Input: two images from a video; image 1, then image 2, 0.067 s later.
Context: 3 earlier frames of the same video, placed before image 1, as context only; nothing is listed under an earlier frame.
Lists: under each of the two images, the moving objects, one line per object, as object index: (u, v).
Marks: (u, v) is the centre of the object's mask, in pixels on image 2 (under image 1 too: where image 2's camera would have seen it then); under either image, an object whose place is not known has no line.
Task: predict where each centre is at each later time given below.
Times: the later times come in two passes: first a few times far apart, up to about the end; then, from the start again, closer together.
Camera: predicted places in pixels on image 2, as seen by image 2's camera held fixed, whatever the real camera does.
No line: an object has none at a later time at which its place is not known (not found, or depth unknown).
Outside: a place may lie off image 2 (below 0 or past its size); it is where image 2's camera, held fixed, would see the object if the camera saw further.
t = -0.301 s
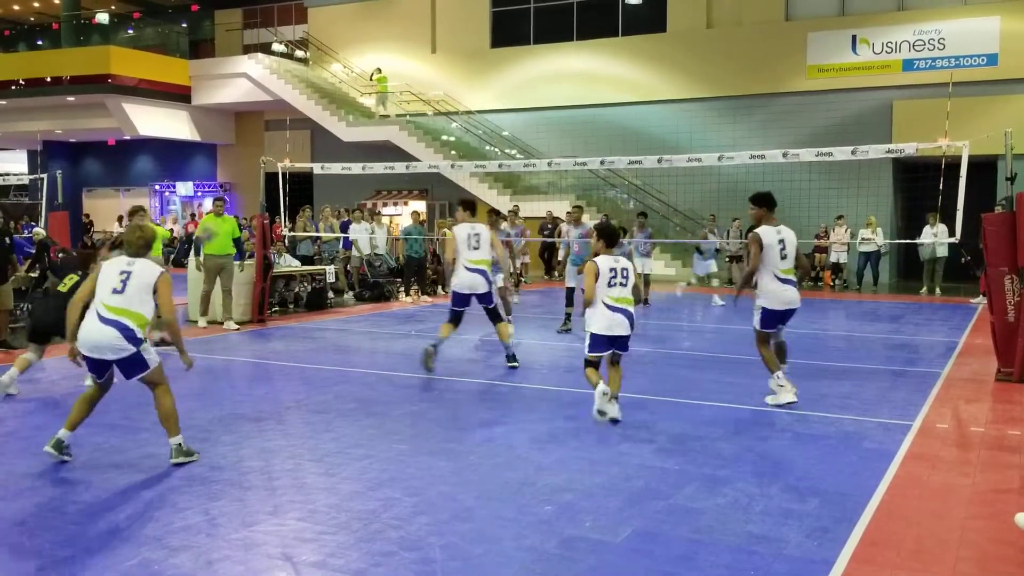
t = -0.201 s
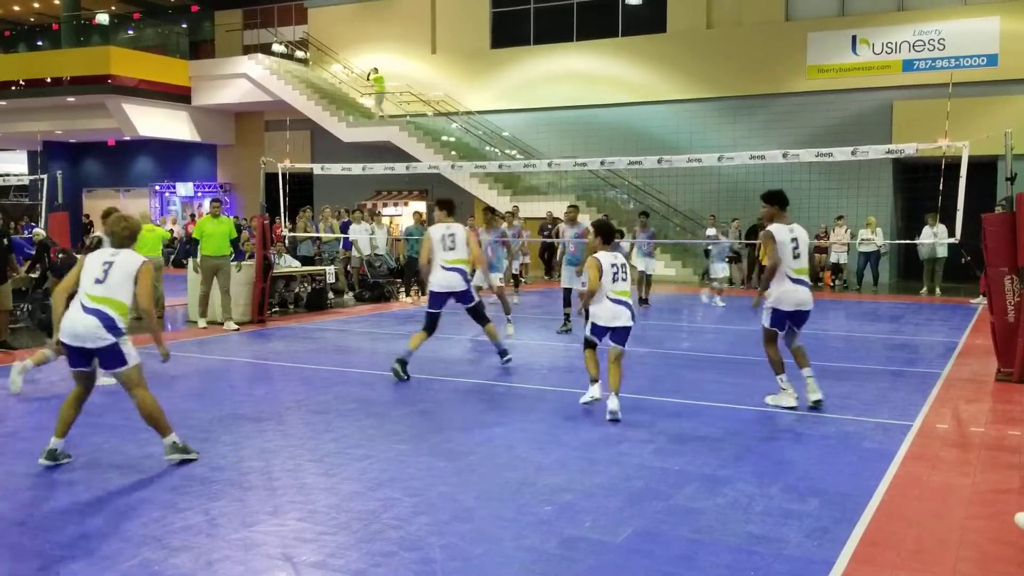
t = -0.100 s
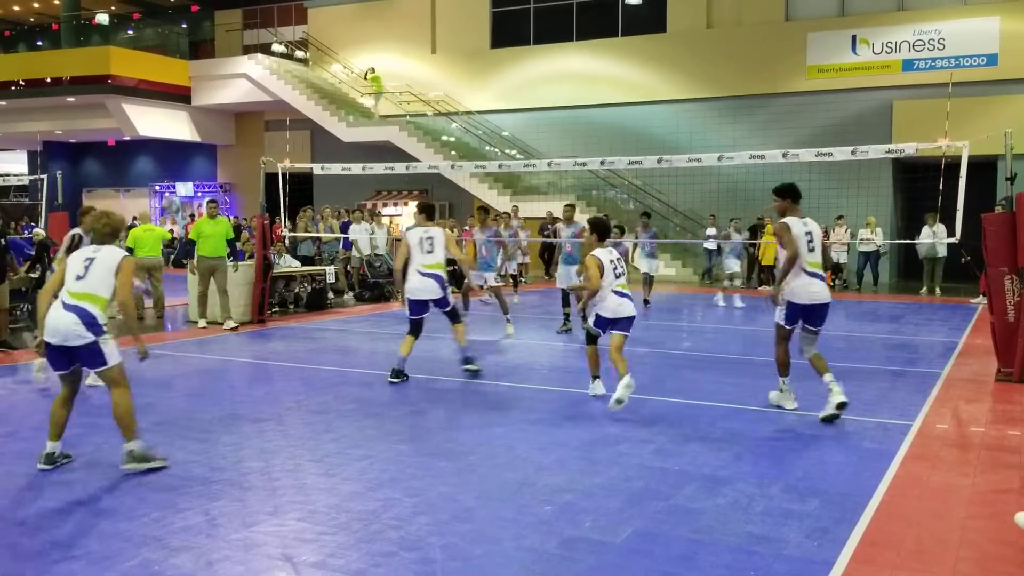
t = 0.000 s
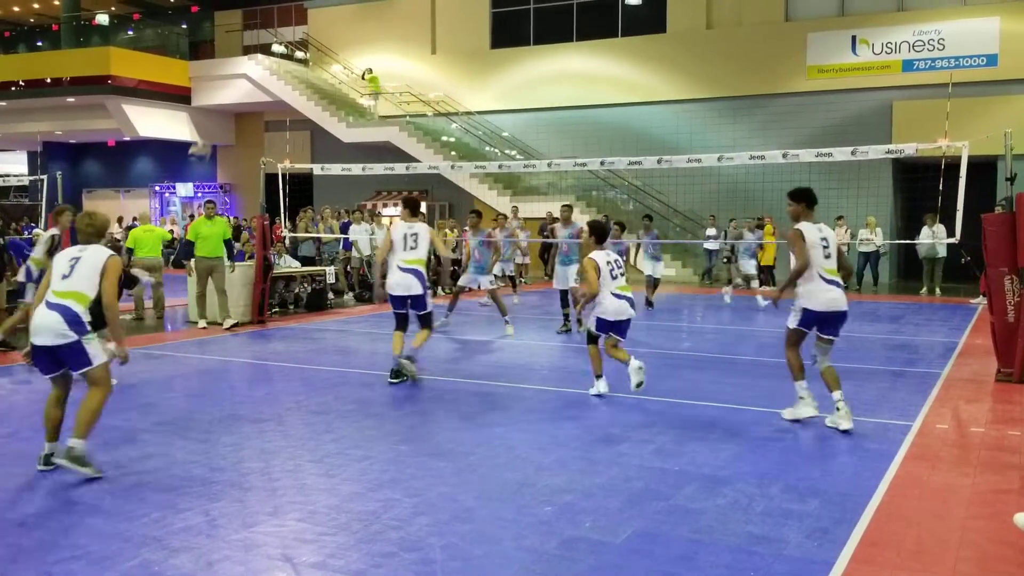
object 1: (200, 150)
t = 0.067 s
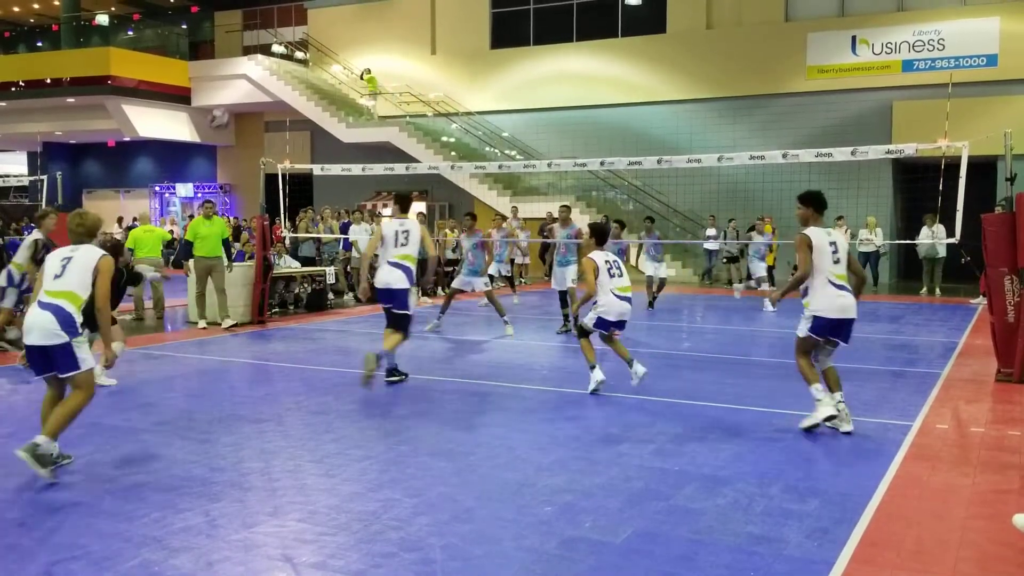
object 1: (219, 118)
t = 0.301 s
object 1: (283, 43)
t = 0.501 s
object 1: (337, 15)
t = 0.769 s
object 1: (406, 37)
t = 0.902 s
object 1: (439, 72)
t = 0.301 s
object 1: (283, 43)
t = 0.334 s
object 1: (292, 34)
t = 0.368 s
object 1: (300, 30)
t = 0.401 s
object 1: (310, 25)
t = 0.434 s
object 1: (319, 20)
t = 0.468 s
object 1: (329, 17)
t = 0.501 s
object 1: (337, 15)
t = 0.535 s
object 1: (345, 14)
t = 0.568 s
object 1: (353, 16)
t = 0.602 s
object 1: (363, 16)
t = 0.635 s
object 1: (372, 18)
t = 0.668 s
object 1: (380, 21)
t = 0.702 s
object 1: (389, 25)
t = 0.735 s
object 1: (397, 31)
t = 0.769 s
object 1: (406, 37)
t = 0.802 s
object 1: (414, 45)
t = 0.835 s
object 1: (424, 52)
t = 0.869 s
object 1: (432, 61)
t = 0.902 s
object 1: (439, 72)
